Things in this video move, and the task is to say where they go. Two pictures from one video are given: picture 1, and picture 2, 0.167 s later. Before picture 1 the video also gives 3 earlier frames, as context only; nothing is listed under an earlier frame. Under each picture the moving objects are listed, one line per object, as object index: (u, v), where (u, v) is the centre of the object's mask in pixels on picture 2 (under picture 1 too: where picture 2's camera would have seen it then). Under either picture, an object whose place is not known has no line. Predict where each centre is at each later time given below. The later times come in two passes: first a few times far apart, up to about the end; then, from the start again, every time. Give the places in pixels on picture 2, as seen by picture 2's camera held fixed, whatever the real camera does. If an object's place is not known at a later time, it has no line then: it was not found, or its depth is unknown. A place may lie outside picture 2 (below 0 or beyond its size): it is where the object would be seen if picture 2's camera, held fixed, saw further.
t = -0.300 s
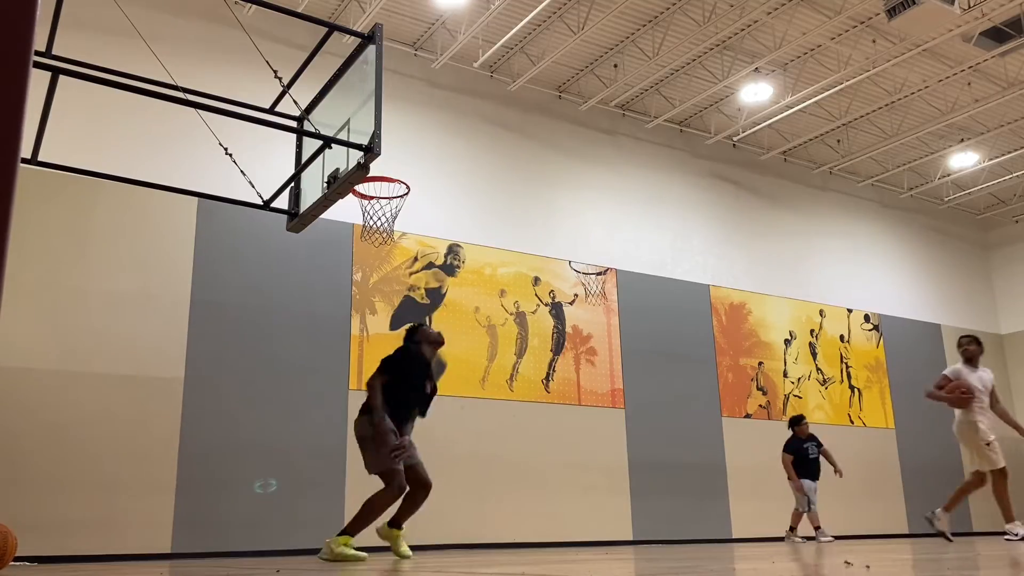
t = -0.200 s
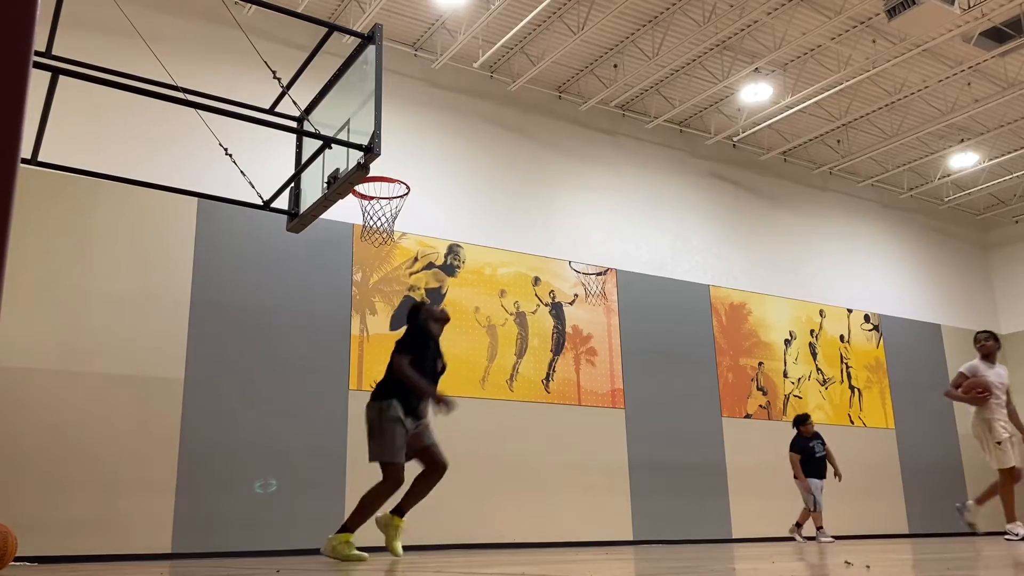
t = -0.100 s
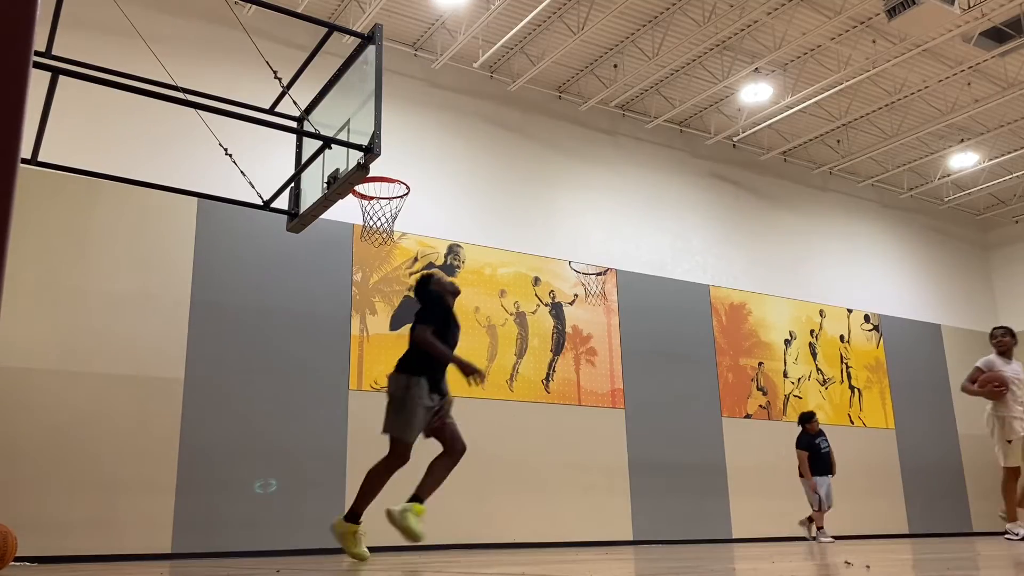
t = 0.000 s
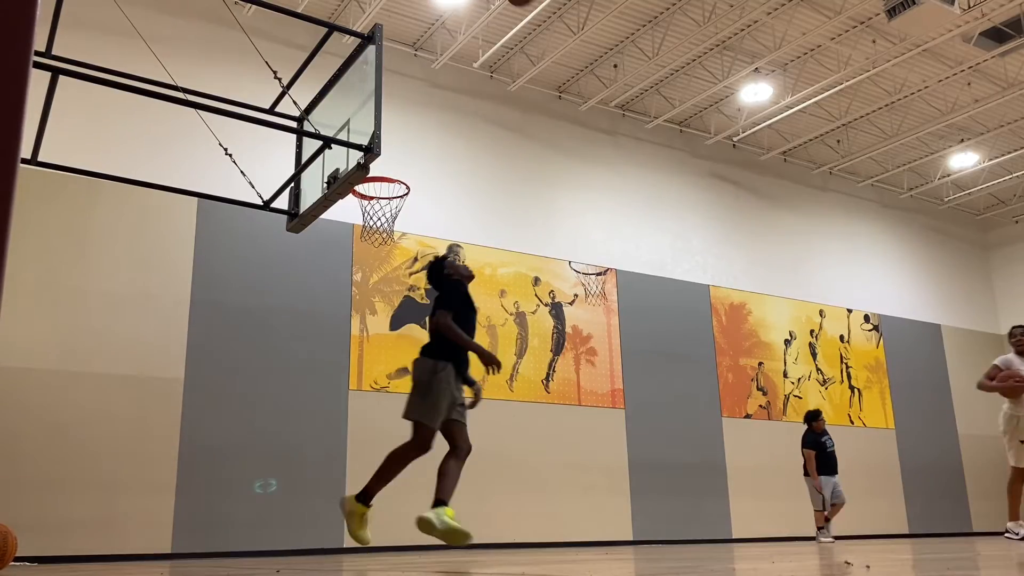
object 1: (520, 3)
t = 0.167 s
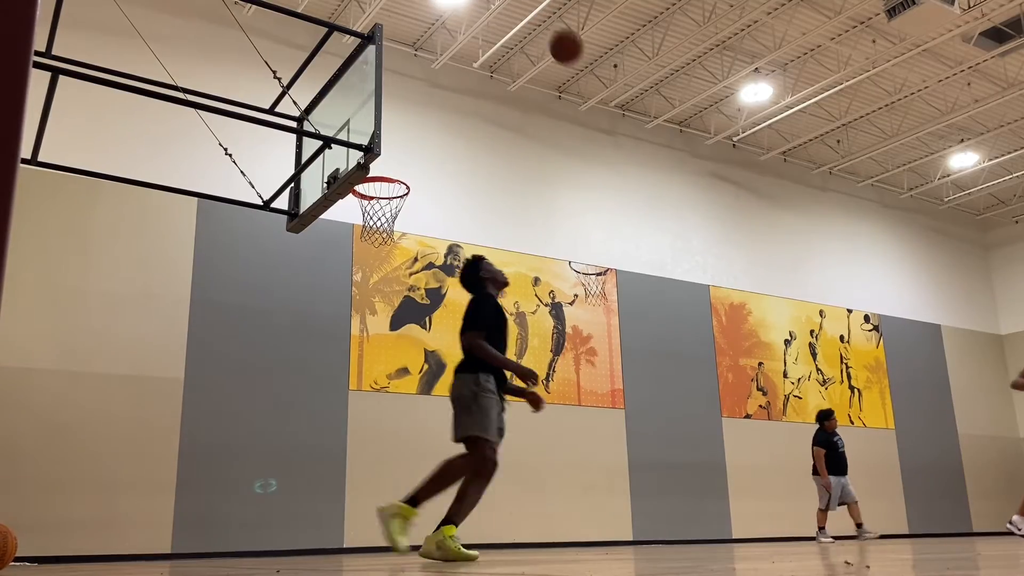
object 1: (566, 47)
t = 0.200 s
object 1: (576, 63)
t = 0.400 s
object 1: (644, 199)
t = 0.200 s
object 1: (576, 63)
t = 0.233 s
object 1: (586, 81)
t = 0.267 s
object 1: (597, 100)
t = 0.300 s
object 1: (608, 122)
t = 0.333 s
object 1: (620, 146)
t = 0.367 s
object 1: (632, 171)
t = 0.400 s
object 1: (644, 199)
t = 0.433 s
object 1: (658, 230)
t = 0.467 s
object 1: (671, 263)
